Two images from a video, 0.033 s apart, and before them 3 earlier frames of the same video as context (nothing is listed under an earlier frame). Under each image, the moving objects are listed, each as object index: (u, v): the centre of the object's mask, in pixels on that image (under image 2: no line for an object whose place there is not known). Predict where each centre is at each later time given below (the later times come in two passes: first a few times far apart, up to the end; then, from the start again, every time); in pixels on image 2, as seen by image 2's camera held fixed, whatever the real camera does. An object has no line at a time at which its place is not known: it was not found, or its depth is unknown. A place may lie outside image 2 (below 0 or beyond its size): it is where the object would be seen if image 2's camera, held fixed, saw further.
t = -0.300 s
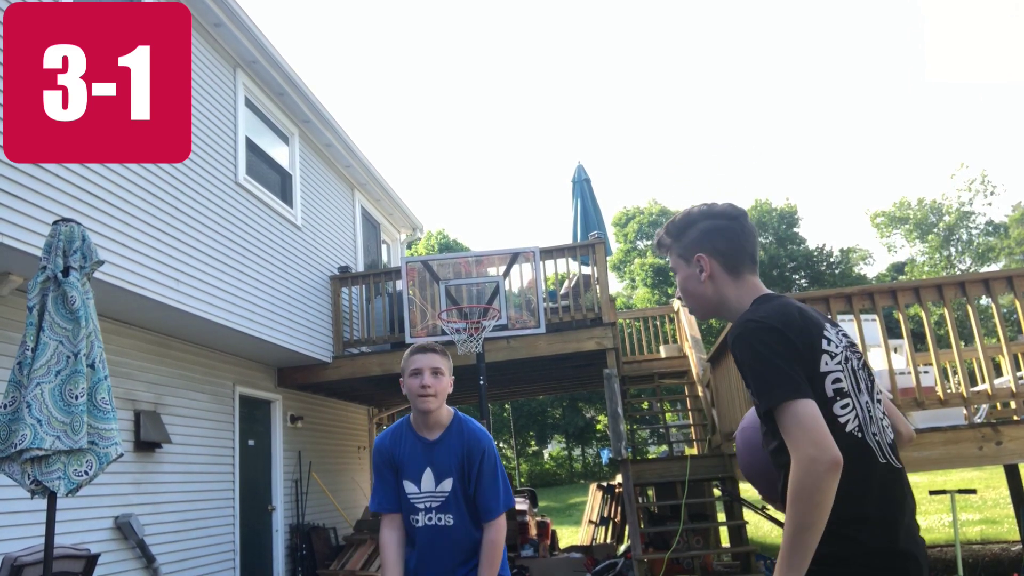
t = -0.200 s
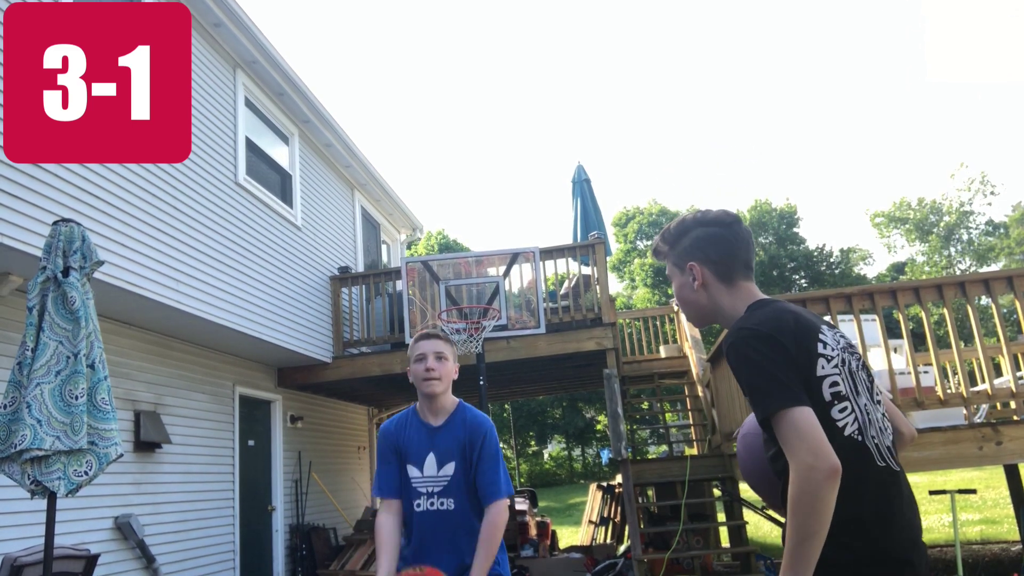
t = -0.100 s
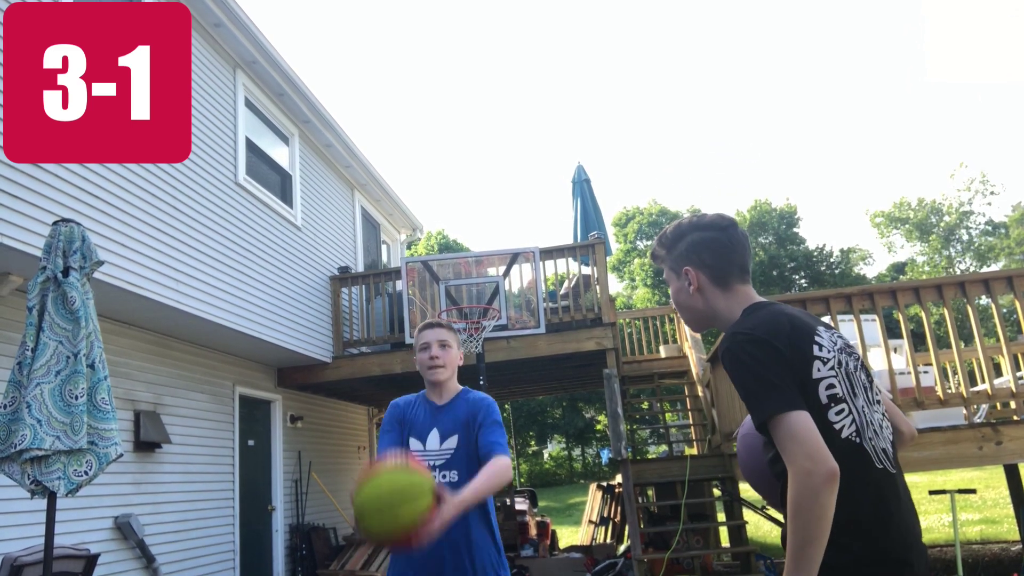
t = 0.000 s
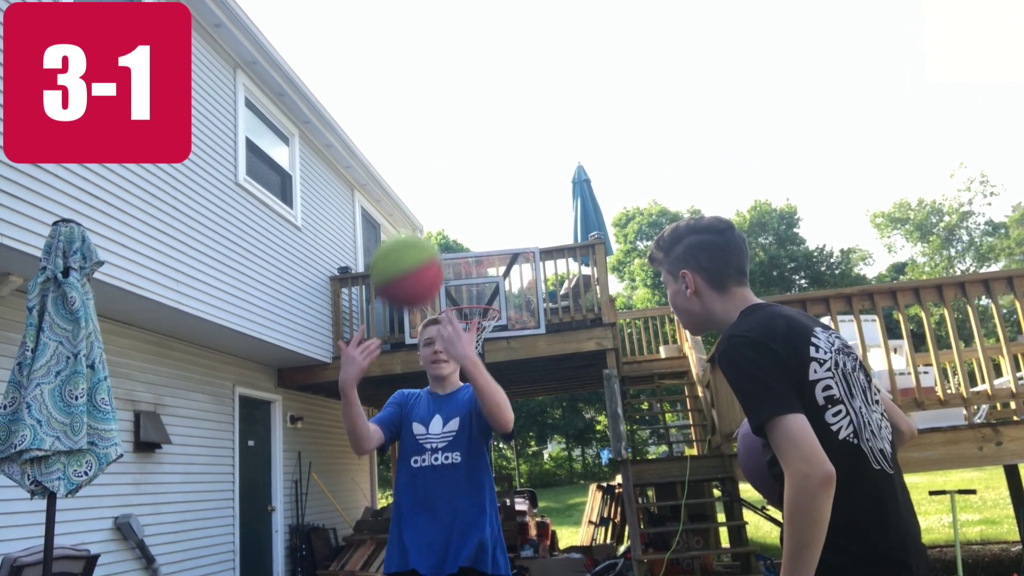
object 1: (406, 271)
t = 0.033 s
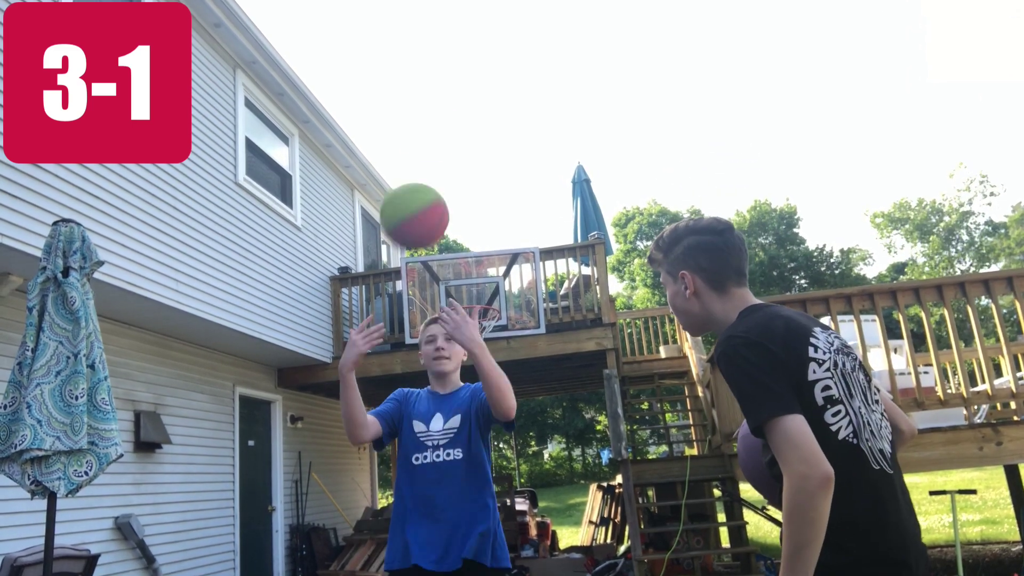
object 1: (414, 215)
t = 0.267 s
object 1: (458, 19)
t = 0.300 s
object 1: (463, 13)
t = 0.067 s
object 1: (423, 168)
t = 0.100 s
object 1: (430, 129)
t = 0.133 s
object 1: (435, 97)
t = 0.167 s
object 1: (442, 70)
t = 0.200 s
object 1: (447, 48)
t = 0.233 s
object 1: (452, 29)
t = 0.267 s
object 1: (458, 19)
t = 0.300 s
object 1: (463, 13)
